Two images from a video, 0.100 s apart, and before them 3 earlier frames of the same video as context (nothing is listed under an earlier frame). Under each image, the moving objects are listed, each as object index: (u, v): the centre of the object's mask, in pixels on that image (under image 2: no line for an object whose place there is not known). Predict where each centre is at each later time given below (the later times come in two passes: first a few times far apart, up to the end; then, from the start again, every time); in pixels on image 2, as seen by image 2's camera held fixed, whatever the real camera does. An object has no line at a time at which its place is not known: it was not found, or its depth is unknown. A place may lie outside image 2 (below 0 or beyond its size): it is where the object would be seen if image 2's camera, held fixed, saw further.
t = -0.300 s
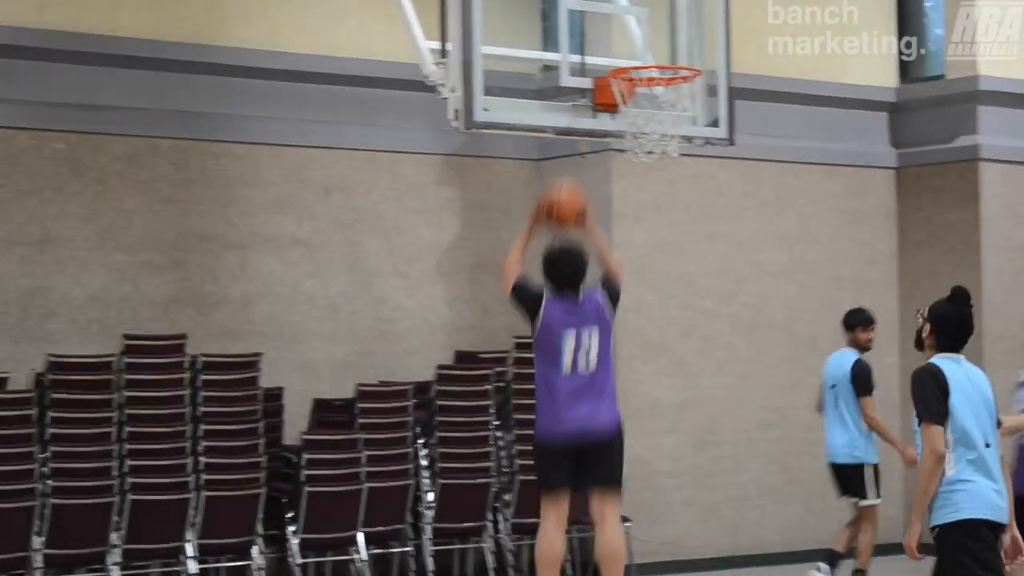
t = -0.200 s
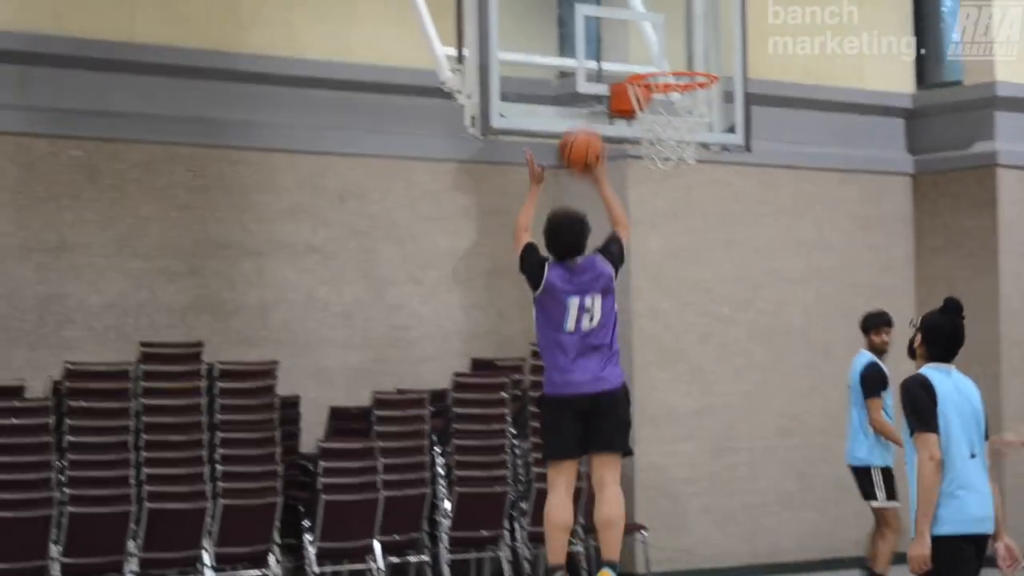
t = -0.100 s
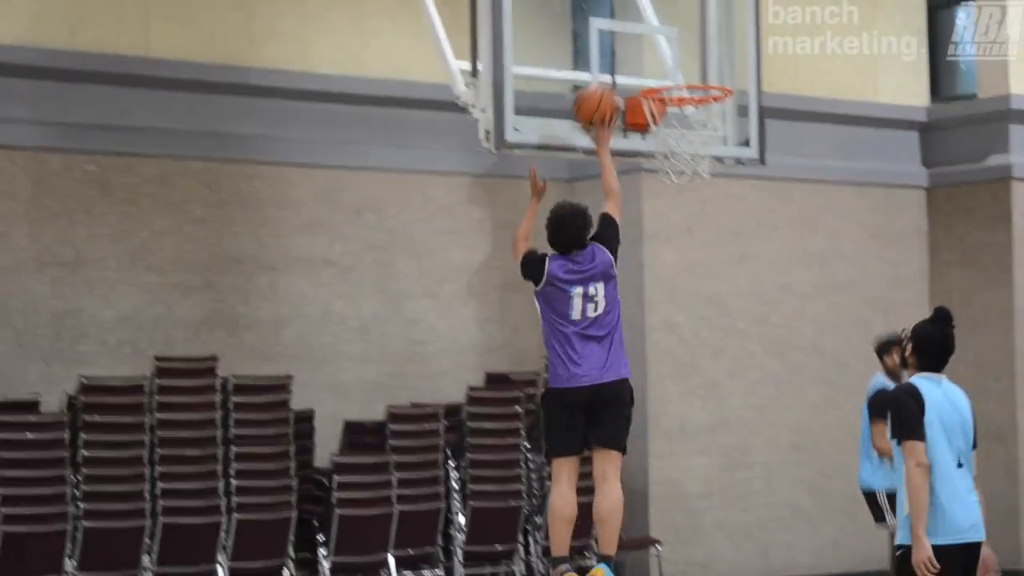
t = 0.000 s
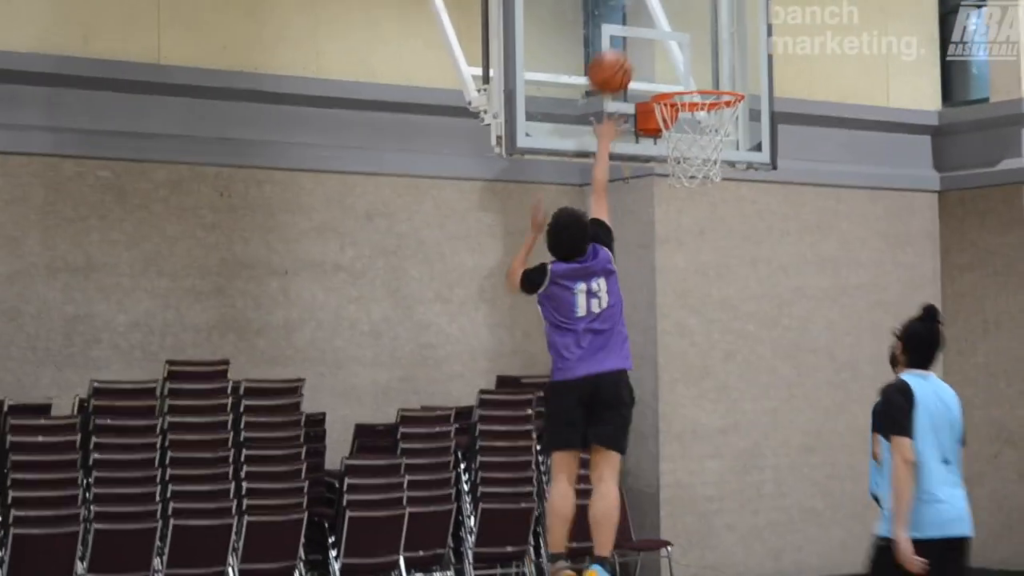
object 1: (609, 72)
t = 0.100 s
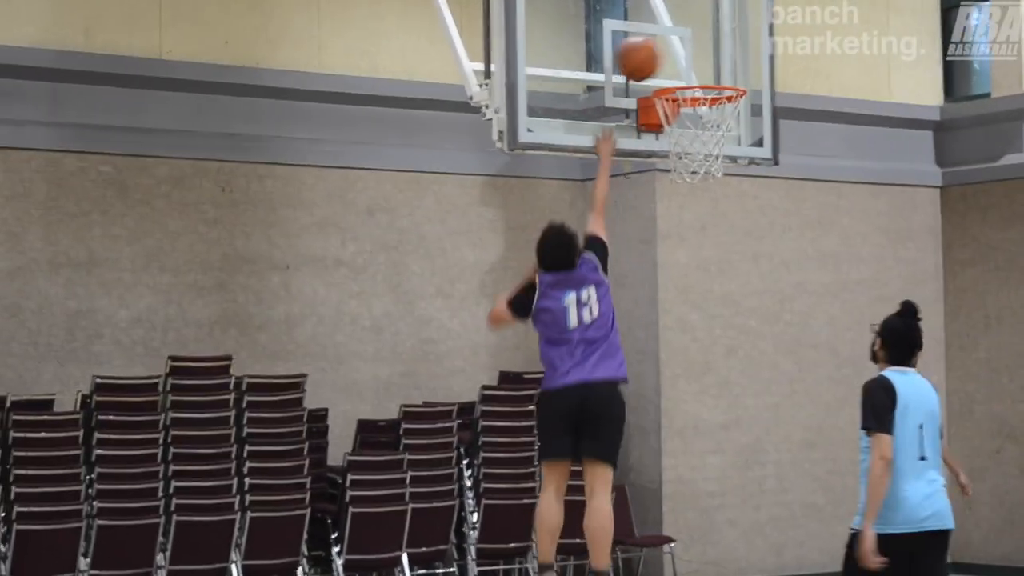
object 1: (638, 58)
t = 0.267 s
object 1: (676, 65)
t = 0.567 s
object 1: (717, 156)
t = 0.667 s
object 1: (718, 195)
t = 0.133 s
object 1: (647, 60)
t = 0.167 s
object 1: (657, 64)
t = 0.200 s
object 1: (665, 66)
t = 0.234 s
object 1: (670, 65)
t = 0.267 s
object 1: (676, 65)
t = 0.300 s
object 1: (681, 67)
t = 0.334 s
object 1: (686, 71)
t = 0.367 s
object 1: (691, 81)
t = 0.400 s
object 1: (697, 90)
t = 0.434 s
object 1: (702, 104)
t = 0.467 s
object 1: (708, 114)
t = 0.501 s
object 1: (712, 129)
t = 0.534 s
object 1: (716, 143)
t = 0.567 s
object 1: (717, 156)
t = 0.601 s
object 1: (718, 168)
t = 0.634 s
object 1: (718, 183)
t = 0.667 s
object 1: (718, 195)
